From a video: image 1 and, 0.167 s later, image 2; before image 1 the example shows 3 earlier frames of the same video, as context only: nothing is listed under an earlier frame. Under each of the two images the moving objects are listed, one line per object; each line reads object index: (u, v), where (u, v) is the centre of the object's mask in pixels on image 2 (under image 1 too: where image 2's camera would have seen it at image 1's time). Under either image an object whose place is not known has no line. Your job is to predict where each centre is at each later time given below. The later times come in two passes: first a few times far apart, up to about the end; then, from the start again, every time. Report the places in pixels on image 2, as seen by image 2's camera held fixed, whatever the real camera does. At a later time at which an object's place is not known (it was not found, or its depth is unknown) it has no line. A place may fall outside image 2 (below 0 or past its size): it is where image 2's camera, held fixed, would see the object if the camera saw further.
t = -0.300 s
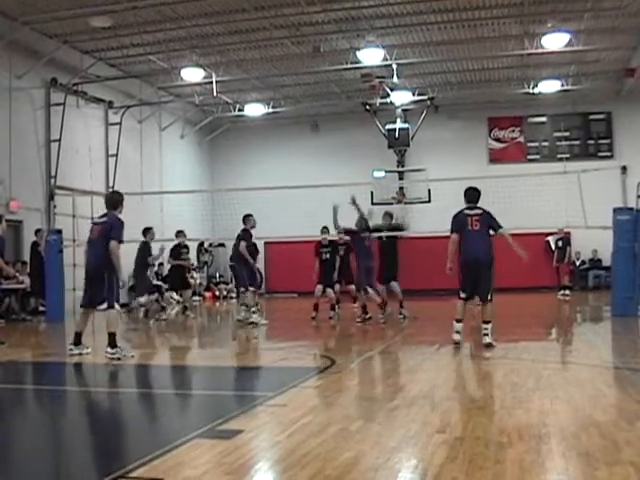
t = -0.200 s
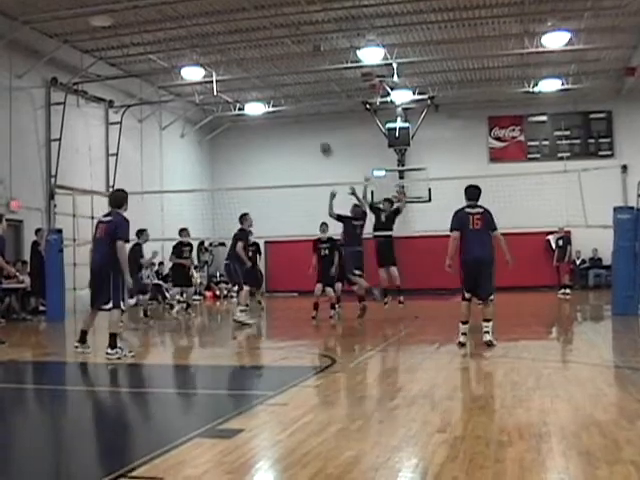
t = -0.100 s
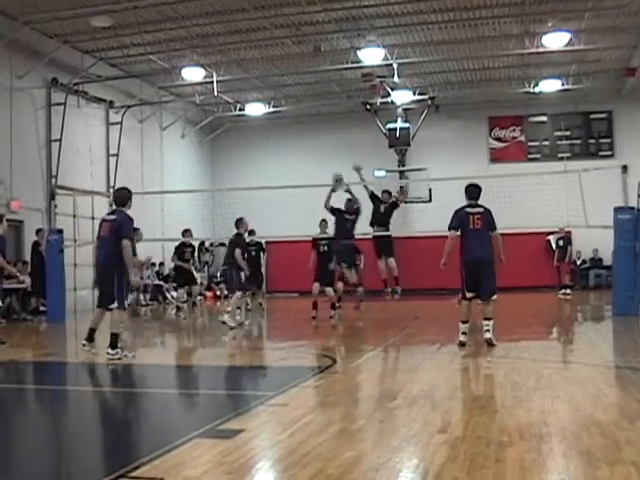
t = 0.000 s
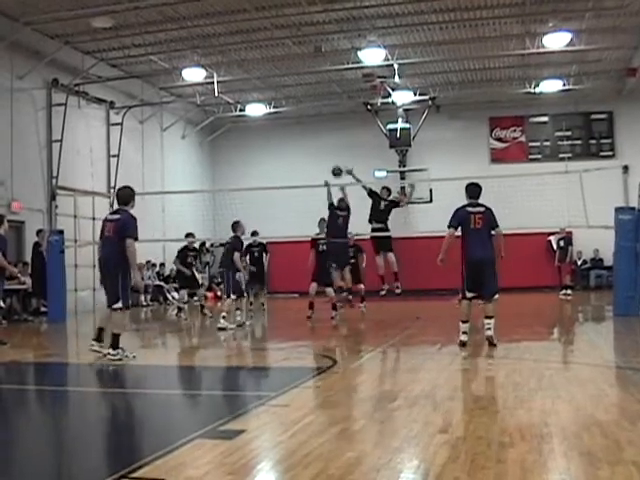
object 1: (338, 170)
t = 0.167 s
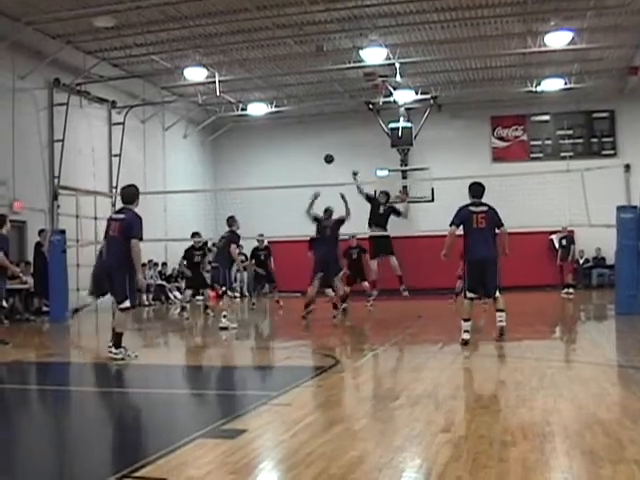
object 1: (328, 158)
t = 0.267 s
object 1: (323, 159)
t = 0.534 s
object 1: (311, 179)
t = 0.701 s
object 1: (305, 204)
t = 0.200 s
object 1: (326, 158)
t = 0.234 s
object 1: (325, 158)
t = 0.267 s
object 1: (323, 159)
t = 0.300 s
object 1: (321, 160)
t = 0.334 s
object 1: (320, 161)
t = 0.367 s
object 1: (318, 163)
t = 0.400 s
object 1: (317, 166)
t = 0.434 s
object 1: (315, 168)
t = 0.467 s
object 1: (314, 171)
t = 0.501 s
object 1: (312, 175)
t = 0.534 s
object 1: (311, 179)
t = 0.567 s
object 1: (310, 181)
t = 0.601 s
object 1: (309, 189)
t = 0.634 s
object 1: (308, 193)
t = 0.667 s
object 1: (307, 198)
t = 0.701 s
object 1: (305, 204)
